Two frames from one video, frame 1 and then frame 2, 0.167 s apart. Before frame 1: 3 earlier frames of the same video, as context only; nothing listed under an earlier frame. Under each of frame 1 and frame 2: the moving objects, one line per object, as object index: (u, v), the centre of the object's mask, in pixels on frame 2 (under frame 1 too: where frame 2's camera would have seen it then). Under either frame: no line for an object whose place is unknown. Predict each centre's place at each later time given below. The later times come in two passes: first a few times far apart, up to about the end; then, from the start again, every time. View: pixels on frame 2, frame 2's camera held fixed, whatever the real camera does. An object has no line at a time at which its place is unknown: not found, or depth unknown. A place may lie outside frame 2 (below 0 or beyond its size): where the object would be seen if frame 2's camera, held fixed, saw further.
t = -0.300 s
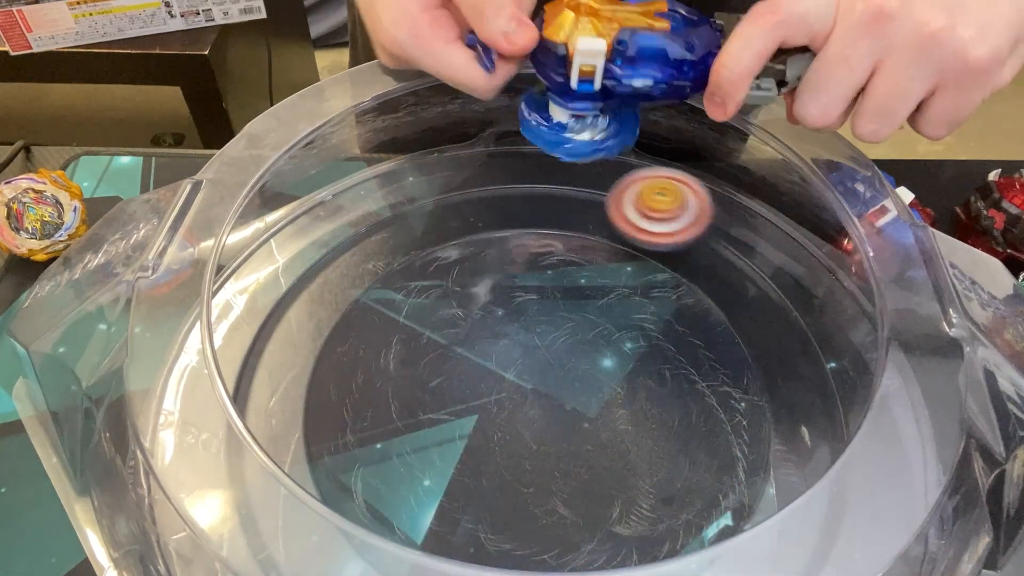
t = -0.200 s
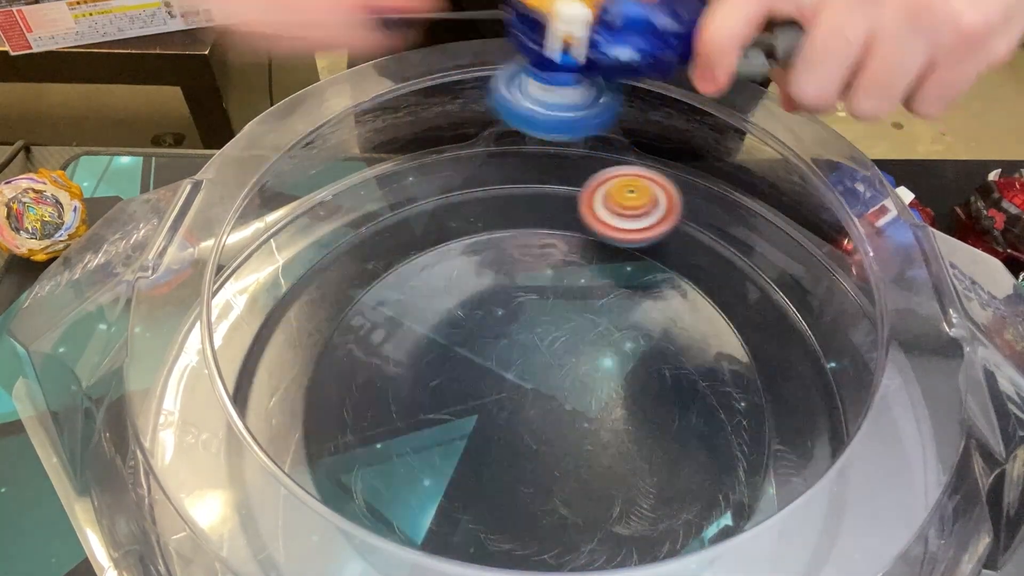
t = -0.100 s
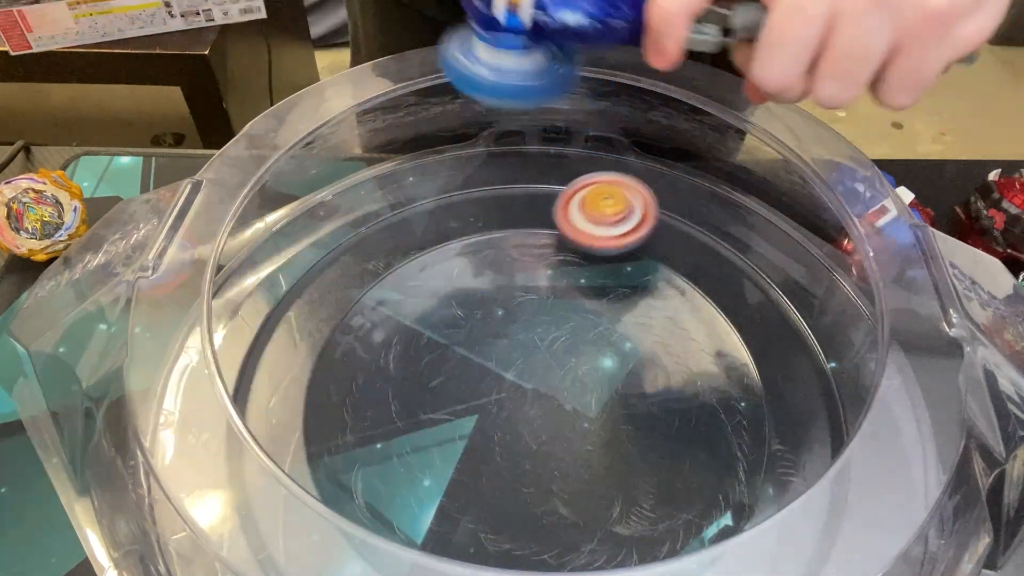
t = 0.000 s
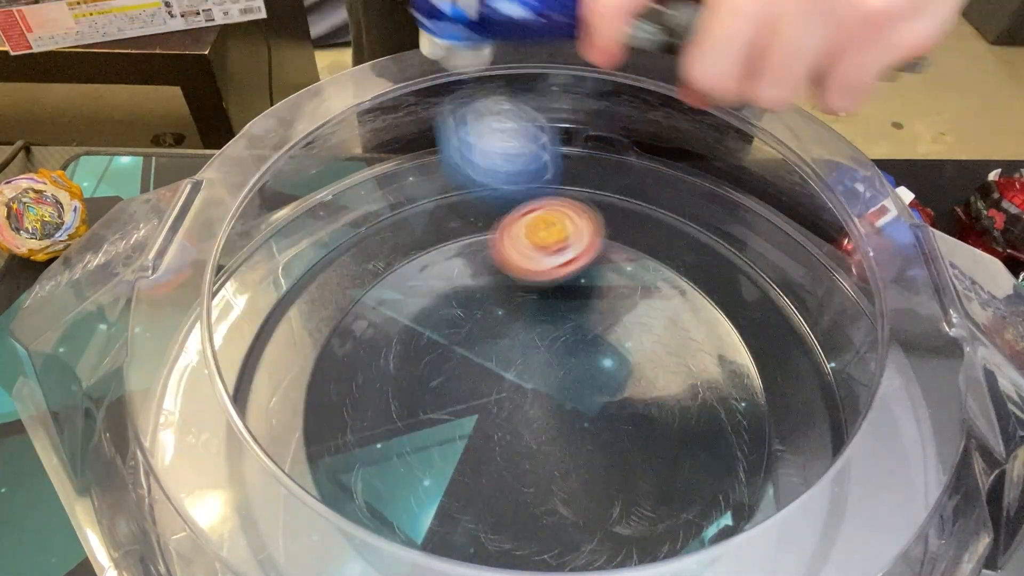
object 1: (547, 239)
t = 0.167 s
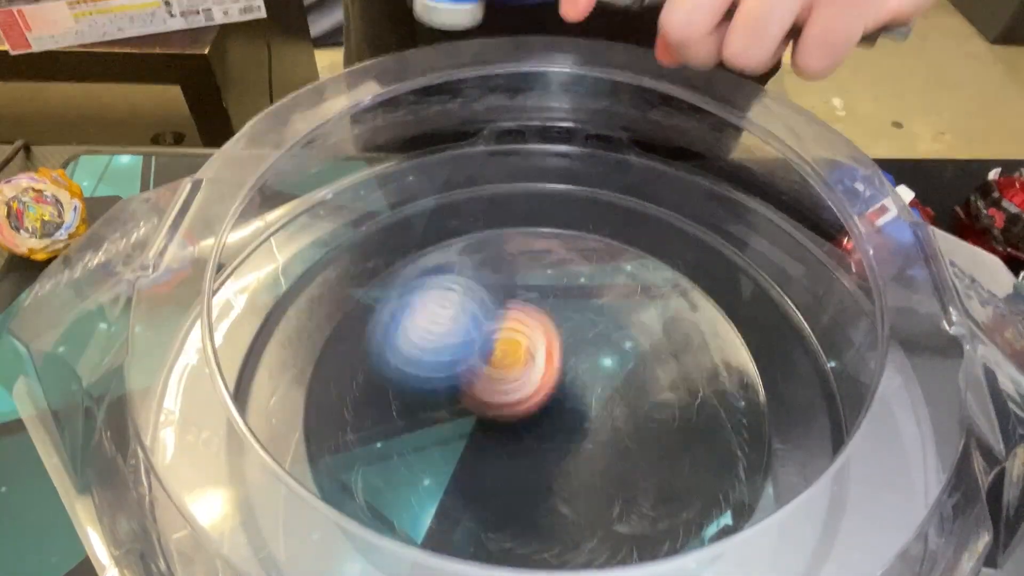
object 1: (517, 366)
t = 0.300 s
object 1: (585, 431)
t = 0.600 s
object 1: (623, 417)
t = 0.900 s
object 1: (545, 392)
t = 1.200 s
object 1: (494, 411)
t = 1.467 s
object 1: (518, 402)
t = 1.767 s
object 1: (519, 378)
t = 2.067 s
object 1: (524, 371)
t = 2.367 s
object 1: (546, 373)
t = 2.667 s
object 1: (557, 374)
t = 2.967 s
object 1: (543, 381)
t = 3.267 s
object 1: (550, 405)
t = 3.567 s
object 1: (548, 407)
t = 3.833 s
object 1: (548, 398)
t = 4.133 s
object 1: (518, 394)
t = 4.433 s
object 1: (517, 390)
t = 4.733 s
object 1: (528, 380)
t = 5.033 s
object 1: (541, 376)
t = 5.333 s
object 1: (546, 381)
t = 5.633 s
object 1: (511, 464)
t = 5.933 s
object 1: (622, 527)
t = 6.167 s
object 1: (639, 515)
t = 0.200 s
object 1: (514, 393)
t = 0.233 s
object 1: (522, 413)
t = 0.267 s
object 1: (554, 419)
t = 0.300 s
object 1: (585, 431)
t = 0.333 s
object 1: (610, 435)
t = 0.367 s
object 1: (630, 436)
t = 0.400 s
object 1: (640, 437)
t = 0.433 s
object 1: (645, 435)
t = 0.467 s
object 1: (646, 431)
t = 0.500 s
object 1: (644, 428)
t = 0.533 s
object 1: (639, 426)
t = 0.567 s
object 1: (632, 422)
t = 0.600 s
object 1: (623, 417)
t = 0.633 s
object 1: (614, 411)
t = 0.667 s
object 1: (604, 406)
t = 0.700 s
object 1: (594, 402)
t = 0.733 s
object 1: (584, 399)
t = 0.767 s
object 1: (576, 397)
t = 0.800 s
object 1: (568, 394)
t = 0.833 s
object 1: (561, 391)
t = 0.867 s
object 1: (554, 390)
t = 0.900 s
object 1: (545, 392)
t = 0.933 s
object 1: (536, 394)
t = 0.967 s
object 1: (526, 397)
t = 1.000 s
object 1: (517, 401)
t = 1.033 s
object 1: (509, 404)
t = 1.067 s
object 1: (503, 407)
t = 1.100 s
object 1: (498, 409)
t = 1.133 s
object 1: (495, 411)
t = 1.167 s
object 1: (493, 412)
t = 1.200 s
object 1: (494, 411)
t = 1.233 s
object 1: (495, 411)
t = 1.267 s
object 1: (498, 409)
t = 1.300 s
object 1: (501, 407)
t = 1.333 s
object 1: (505, 406)
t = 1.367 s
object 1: (508, 404)
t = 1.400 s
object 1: (512, 404)
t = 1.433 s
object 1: (516, 402)
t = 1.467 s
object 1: (518, 402)
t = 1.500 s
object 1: (521, 400)
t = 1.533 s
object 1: (523, 399)
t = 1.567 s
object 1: (524, 398)
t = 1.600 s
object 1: (525, 396)
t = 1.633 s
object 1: (525, 393)
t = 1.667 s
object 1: (525, 390)
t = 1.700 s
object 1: (524, 386)
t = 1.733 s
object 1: (522, 382)
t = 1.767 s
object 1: (519, 378)
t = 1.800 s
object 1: (518, 375)
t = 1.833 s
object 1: (517, 372)
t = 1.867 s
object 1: (517, 370)
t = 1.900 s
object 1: (517, 370)
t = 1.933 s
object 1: (518, 369)
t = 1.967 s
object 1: (520, 369)
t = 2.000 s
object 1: (521, 369)
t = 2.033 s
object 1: (522, 370)
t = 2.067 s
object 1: (524, 371)
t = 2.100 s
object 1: (526, 373)
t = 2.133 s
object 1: (528, 374)
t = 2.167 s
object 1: (530, 375)
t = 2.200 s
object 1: (532, 375)
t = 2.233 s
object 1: (534, 376)
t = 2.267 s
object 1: (536, 376)
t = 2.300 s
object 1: (539, 376)
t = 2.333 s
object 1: (542, 375)
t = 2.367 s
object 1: (546, 373)
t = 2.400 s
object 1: (548, 372)
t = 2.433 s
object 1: (551, 370)
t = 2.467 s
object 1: (553, 369)
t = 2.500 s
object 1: (555, 369)
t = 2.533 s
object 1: (557, 369)
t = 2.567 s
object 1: (557, 369)
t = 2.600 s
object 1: (558, 371)
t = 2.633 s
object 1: (558, 372)
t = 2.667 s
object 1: (557, 374)
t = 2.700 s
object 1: (555, 375)
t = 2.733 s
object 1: (553, 377)
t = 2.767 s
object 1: (551, 378)
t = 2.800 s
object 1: (549, 378)
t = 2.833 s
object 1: (547, 379)
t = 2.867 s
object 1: (546, 379)
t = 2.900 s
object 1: (544, 379)
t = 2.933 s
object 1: (543, 380)
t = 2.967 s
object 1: (543, 381)
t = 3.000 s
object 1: (542, 382)
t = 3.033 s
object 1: (542, 384)
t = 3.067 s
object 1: (543, 387)
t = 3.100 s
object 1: (543, 390)
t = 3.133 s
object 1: (545, 393)
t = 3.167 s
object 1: (547, 396)
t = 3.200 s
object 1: (547, 400)
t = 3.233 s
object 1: (549, 402)
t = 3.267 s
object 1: (550, 405)
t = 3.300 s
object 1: (551, 407)
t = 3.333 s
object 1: (551, 409)
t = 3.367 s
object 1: (551, 410)
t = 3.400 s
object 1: (551, 411)
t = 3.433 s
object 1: (550, 412)
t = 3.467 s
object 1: (549, 411)
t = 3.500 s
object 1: (549, 410)
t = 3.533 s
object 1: (549, 409)
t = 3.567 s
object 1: (548, 407)
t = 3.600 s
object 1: (548, 405)
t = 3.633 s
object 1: (549, 404)
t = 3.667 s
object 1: (549, 402)
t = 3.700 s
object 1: (550, 402)
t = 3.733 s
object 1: (549, 400)
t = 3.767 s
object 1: (549, 399)
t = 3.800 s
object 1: (549, 399)
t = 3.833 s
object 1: (548, 398)
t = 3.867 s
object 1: (547, 398)
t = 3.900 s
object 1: (545, 397)
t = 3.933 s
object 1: (543, 397)
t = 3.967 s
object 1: (540, 396)
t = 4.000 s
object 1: (535, 396)
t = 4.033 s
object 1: (531, 395)
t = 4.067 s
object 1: (526, 395)
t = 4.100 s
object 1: (521, 394)
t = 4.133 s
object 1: (518, 394)
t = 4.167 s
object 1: (513, 393)
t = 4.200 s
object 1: (512, 392)
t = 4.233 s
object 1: (510, 391)
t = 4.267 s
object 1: (510, 391)
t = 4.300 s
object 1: (511, 390)
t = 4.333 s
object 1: (511, 390)
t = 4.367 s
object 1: (512, 390)
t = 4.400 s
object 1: (515, 390)
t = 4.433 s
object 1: (517, 390)
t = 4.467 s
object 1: (519, 390)
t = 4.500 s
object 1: (520, 390)
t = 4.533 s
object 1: (521, 389)
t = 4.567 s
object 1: (523, 387)
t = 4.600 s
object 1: (524, 386)
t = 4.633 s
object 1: (525, 385)
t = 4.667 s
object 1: (527, 384)
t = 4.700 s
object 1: (527, 382)
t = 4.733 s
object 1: (528, 380)
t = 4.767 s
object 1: (530, 379)
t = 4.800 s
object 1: (530, 378)
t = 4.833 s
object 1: (532, 378)
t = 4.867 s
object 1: (533, 377)
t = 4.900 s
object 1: (534, 377)
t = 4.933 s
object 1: (535, 376)
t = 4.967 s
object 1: (537, 375)
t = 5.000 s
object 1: (539, 375)
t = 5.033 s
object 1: (541, 376)
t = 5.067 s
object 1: (542, 375)
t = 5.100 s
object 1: (543, 376)
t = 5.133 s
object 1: (544, 376)
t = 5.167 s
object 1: (545, 376)
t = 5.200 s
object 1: (545, 377)
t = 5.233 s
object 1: (546, 378)
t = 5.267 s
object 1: (546, 379)
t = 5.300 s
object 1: (547, 380)
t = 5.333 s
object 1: (546, 381)
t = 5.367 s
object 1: (547, 382)
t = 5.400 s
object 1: (547, 384)
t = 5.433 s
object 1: (548, 385)
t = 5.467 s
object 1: (549, 386)
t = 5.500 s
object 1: (550, 387)
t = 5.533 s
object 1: (552, 389)
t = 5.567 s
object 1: (536, 411)
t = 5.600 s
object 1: (518, 439)
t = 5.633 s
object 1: (511, 464)
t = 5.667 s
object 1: (514, 484)
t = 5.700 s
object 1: (531, 501)
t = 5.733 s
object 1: (551, 517)
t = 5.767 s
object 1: (570, 525)
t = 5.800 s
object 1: (586, 529)
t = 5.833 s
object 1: (601, 531)
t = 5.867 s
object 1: (610, 531)
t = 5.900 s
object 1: (617, 529)
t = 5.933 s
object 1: (622, 527)
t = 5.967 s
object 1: (623, 525)
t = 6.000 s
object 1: (623, 520)
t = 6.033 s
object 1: (623, 513)
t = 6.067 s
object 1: (623, 504)
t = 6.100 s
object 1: (631, 506)
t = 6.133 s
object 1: (637, 513)
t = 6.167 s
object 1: (639, 515)
